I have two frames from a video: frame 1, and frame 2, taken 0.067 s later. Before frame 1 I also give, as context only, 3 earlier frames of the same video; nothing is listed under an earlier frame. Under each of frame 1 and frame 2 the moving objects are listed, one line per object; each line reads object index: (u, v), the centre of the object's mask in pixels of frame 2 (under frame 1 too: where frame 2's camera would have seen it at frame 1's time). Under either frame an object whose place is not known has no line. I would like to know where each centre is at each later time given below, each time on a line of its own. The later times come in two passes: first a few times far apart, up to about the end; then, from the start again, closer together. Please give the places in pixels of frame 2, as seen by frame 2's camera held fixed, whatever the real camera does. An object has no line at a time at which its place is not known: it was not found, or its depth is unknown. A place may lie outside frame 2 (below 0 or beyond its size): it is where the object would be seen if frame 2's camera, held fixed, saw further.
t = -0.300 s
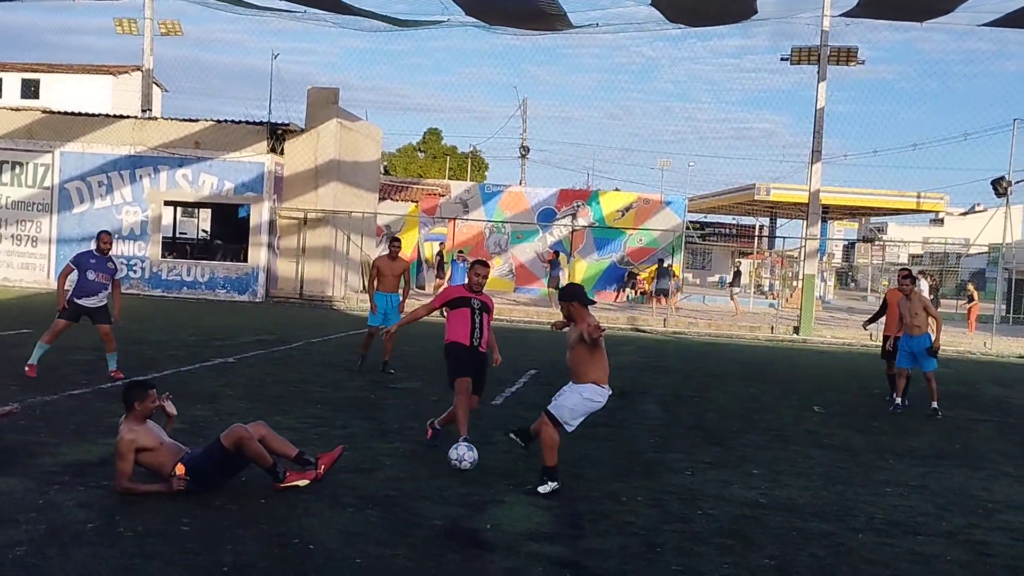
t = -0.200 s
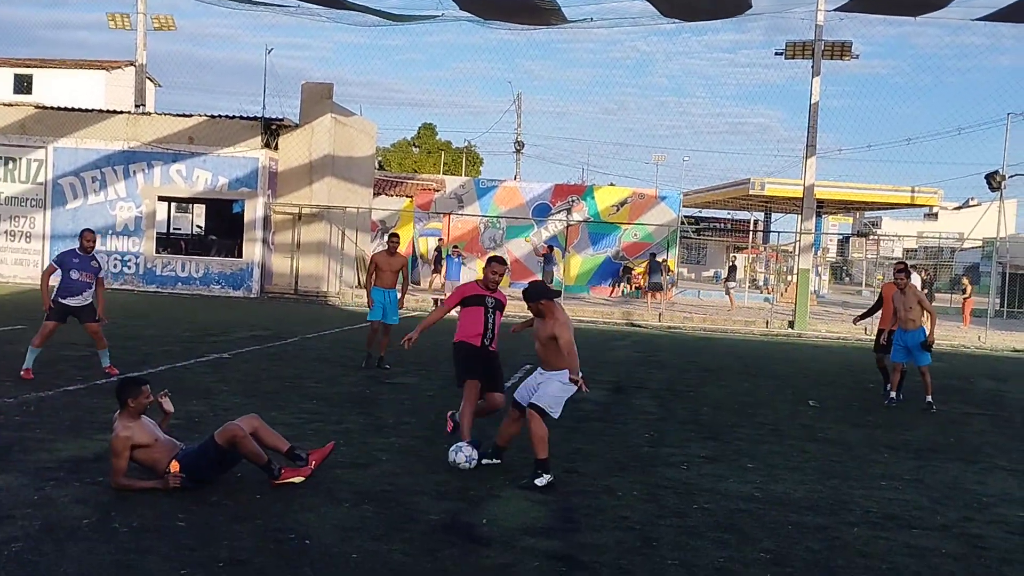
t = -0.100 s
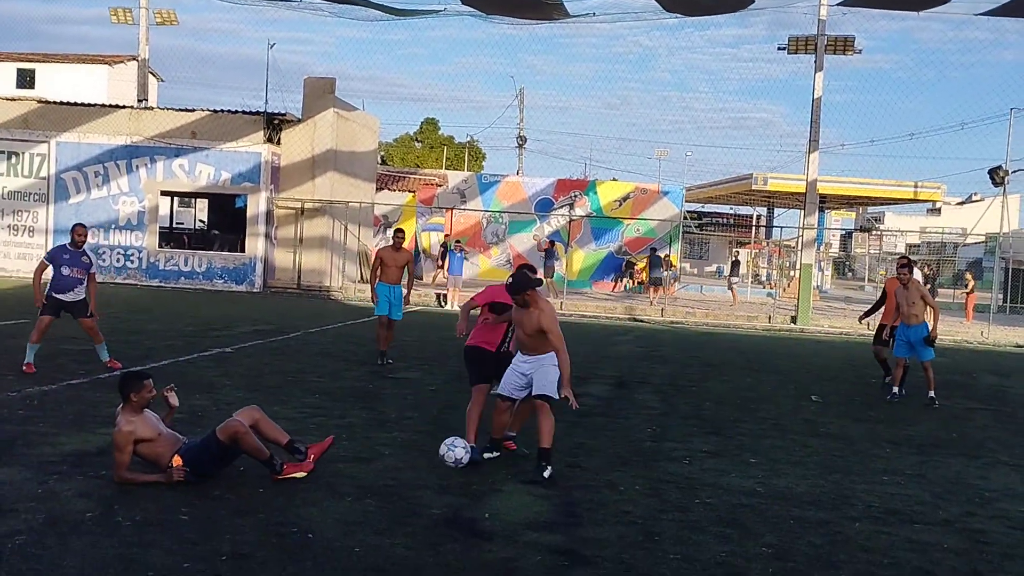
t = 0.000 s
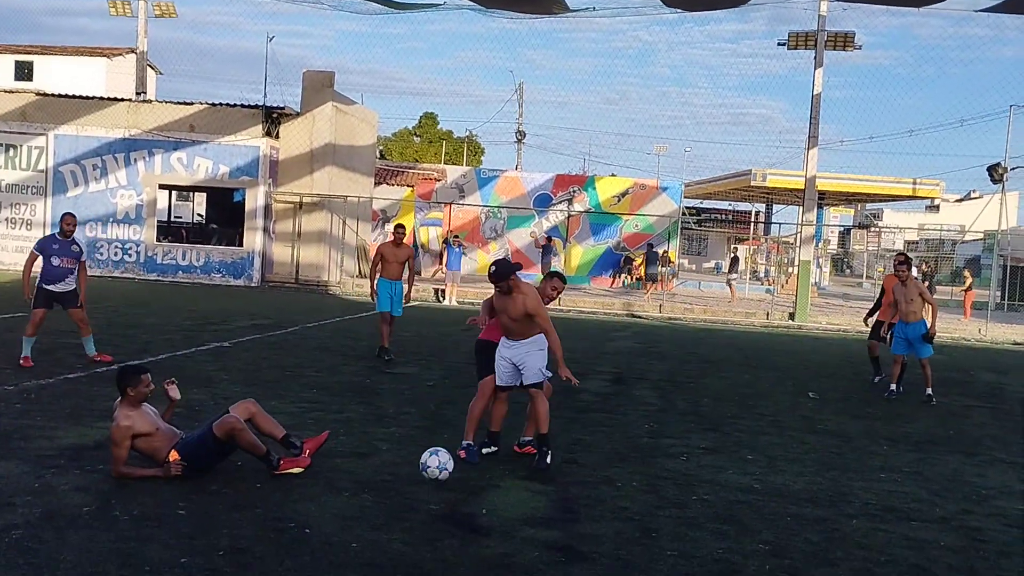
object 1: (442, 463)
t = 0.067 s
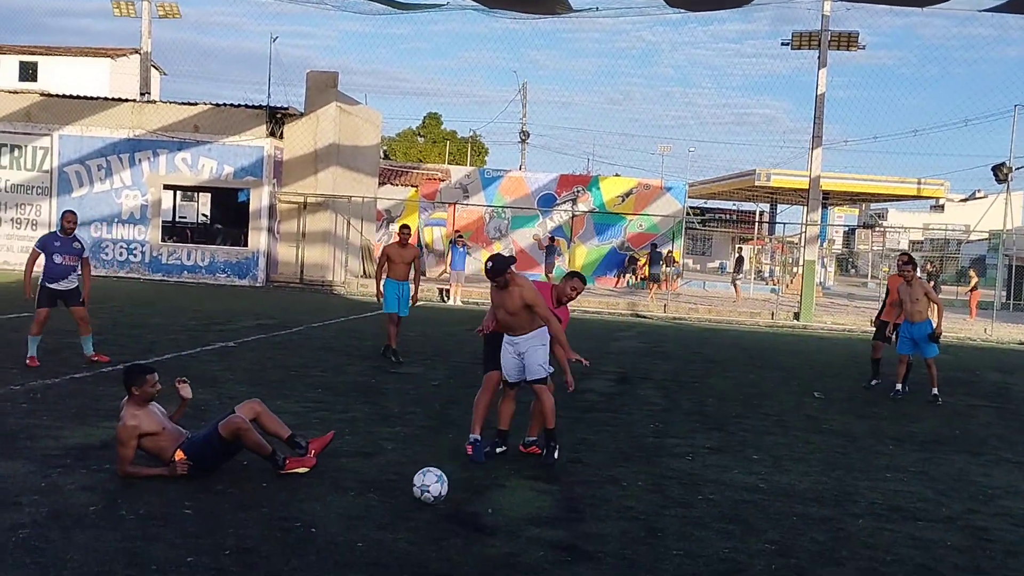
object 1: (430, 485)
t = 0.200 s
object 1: (414, 499)
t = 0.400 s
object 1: (397, 533)
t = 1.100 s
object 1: (460, 660)
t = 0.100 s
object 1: (426, 488)
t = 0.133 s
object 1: (422, 490)
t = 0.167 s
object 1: (418, 493)
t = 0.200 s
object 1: (414, 499)
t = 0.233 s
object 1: (409, 507)
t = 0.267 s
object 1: (404, 518)
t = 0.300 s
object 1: (399, 528)
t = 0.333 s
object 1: (398, 527)
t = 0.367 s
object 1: (398, 528)
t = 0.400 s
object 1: (397, 533)
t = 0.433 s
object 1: (396, 539)
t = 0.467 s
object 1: (394, 547)
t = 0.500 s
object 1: (393, 559)
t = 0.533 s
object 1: (391, 573)
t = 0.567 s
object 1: (394, 573)
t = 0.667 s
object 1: (406, 585)
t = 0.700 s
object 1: (410, 595)
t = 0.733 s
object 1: (414, 604)
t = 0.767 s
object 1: (418, 609)
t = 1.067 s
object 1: (456, 663)
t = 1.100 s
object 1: (460, 660)
